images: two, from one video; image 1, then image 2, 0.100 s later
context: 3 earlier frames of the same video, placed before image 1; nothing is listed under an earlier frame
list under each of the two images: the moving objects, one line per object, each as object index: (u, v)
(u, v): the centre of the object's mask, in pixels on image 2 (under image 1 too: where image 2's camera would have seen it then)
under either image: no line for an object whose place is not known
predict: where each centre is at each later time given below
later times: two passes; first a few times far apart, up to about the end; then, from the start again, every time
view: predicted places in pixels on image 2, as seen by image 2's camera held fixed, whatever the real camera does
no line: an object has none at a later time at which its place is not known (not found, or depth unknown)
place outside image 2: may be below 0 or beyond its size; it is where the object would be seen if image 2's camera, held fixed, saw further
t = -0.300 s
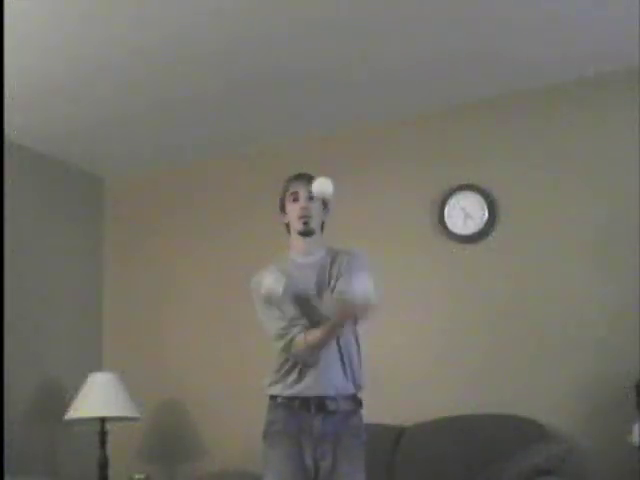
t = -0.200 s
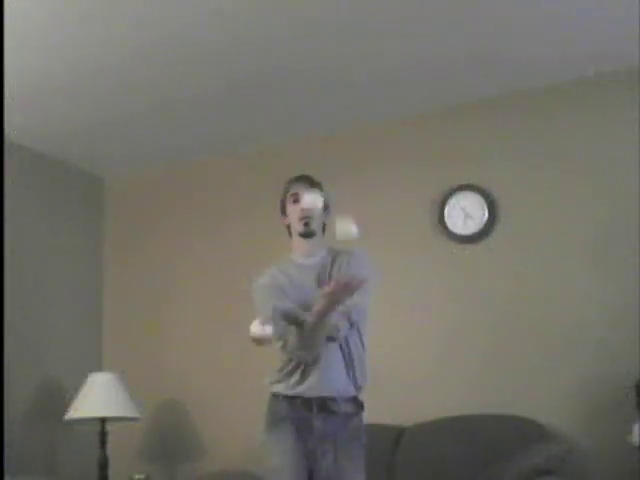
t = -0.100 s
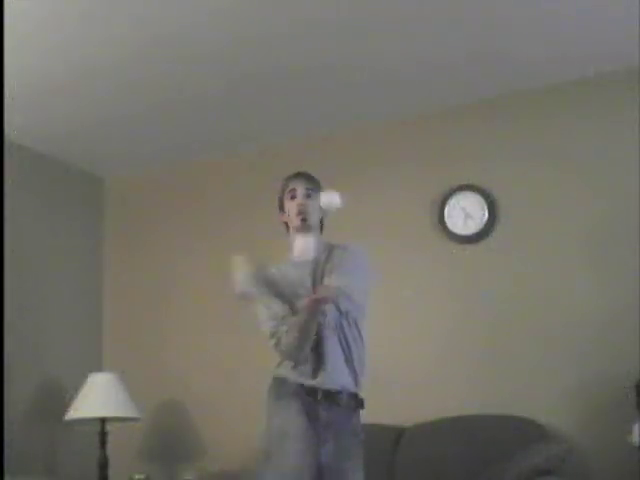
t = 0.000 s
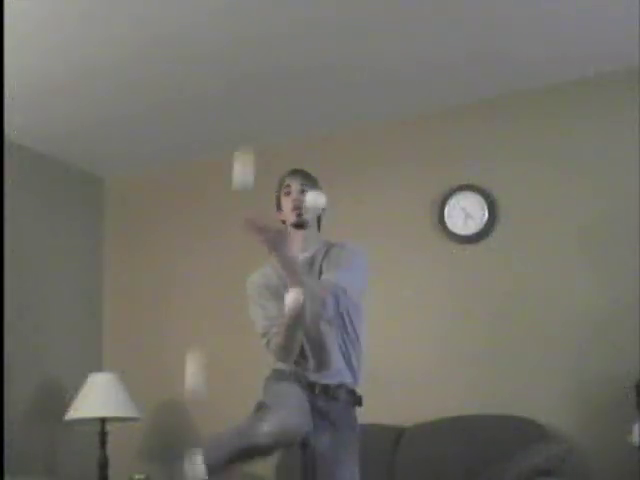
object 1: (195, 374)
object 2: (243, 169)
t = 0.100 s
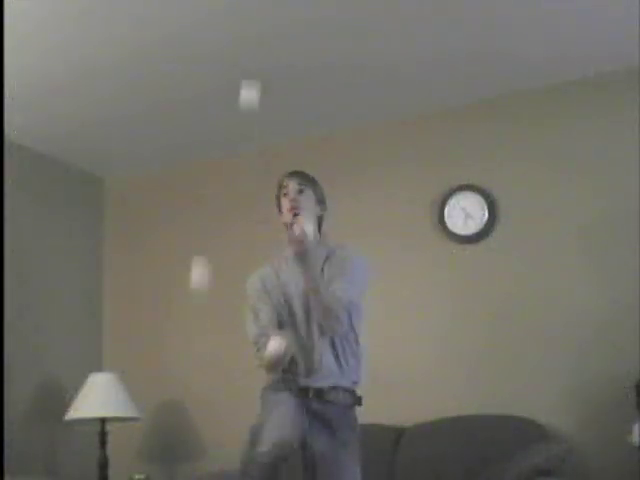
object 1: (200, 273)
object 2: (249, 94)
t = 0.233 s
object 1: (208, 190)
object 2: (258, 41)
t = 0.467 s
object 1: (225, 163)
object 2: (278, 62)
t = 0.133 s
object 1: (201, 248)
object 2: (252, 76)
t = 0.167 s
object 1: (203, 226)
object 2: (253, 62)
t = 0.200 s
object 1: (205, 206)
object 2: (256, 50)
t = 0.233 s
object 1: (208, 190)
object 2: (258, 41)
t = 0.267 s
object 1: (210, 176)
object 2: (260, 36)
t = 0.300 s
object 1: (213, 167)
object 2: (263, 32)
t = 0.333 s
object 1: (215, 160)
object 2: (266, 33)
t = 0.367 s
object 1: (217, 156)
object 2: (269, 36)
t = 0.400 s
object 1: (220, 156)
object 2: (272, 42)
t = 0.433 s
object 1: (222, 158)
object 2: (275, 50)
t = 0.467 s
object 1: (225, 163)
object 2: (278, 62)
